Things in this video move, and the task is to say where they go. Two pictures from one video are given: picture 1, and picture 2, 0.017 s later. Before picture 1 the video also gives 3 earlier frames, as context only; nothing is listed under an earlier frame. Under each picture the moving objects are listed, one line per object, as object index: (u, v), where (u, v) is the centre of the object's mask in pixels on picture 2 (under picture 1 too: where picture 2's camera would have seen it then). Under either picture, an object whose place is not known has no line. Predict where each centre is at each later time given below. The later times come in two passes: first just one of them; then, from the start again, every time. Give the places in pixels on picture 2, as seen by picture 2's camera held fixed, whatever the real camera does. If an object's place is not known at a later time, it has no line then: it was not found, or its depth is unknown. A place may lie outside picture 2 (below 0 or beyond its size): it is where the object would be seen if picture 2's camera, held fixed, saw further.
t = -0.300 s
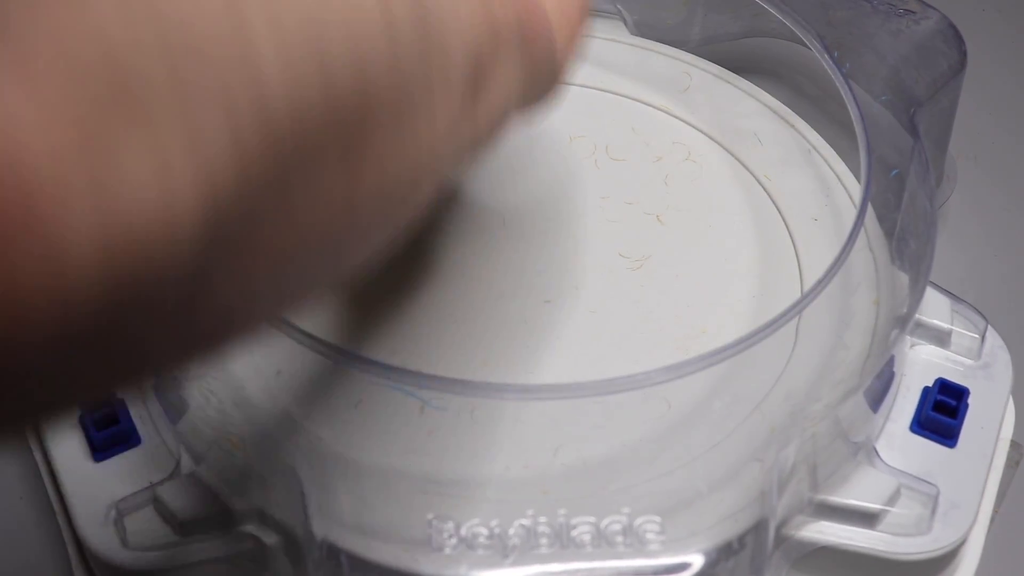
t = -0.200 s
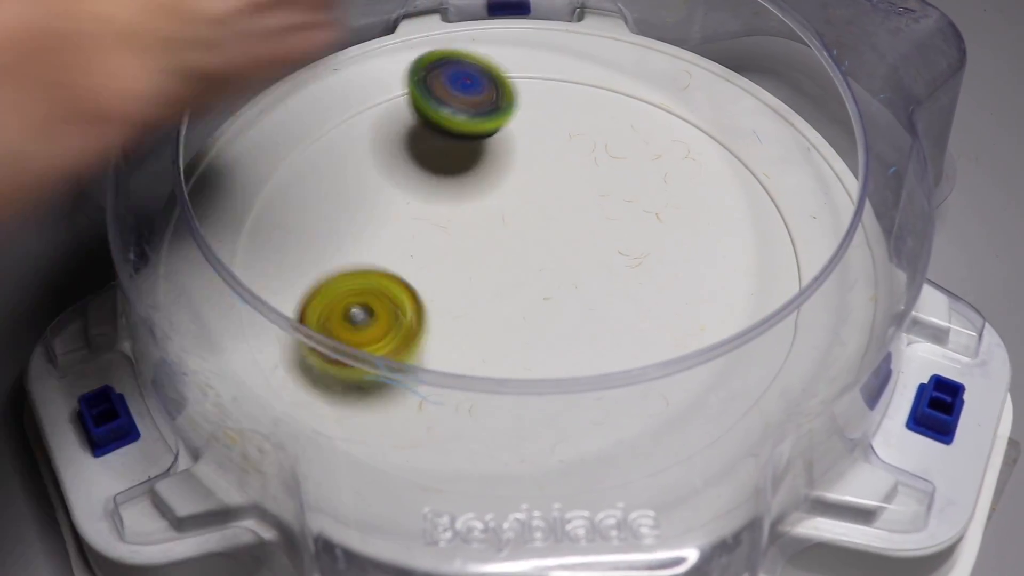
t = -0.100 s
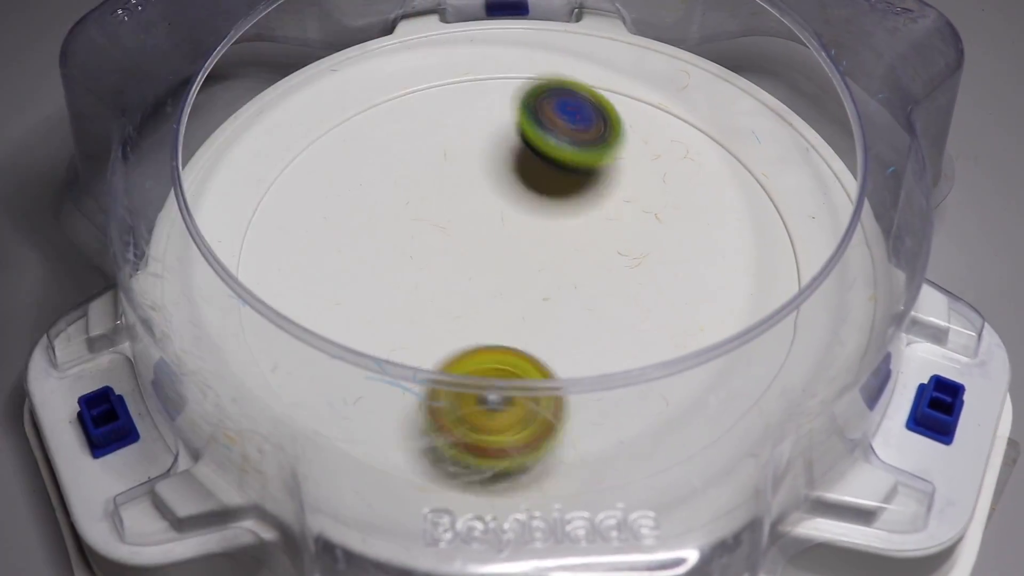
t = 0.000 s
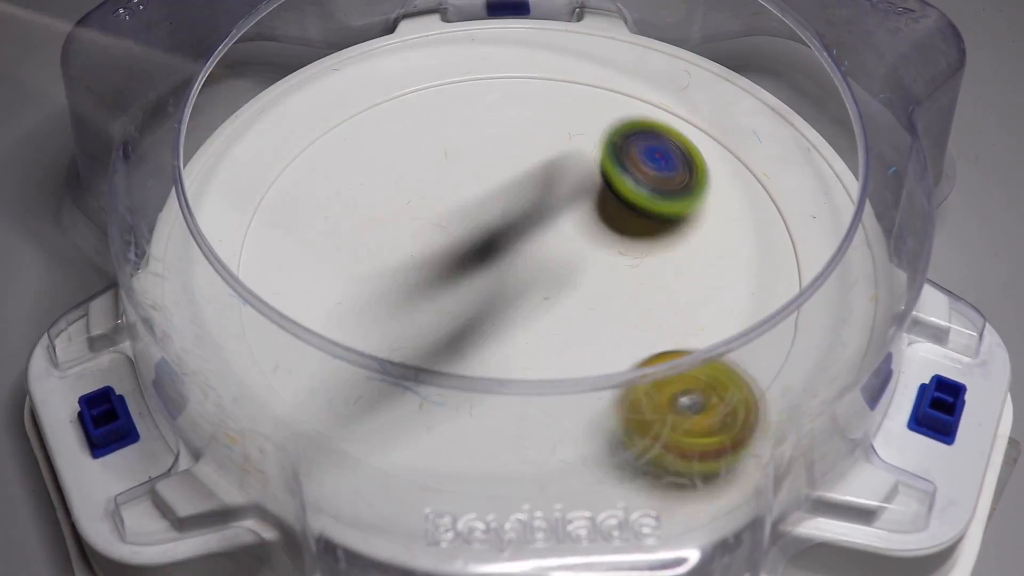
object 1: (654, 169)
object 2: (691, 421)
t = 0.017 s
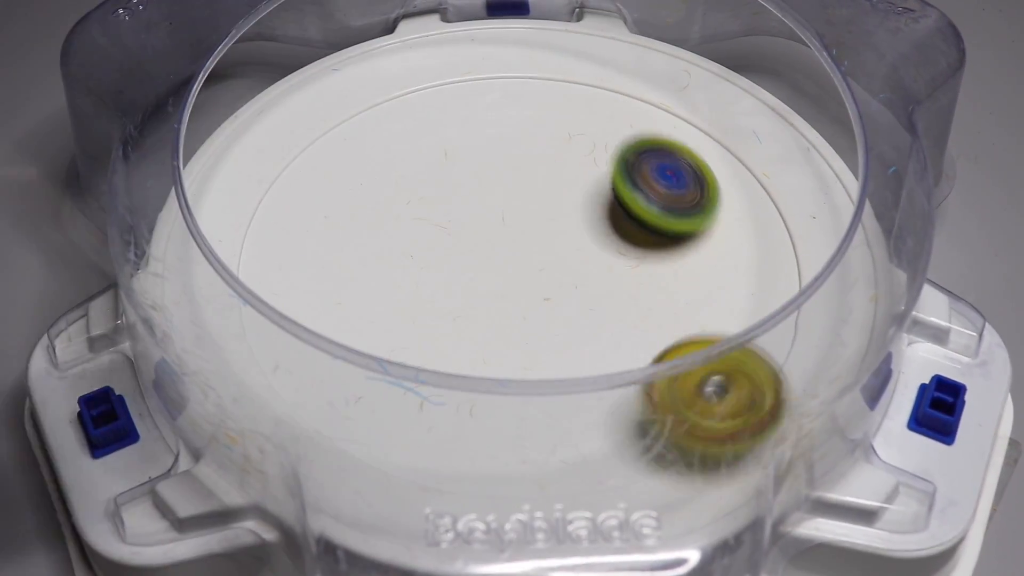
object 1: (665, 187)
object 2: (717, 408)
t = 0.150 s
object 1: (678, 241)
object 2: (791, 230)
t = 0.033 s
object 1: (673, 190)
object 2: (729, 381)
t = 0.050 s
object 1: (679, 197)
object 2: (743, 357)
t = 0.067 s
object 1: (686, 208)
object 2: (754, 325)
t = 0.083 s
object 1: (690, 218)
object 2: (762, 308)
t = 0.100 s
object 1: (688, 223)
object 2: (759, 278)
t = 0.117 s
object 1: (684, 233)
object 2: (772, 260)
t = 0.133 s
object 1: (681, 236)
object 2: (783, 242)
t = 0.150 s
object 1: (678, 241)
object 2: (791, 230)
